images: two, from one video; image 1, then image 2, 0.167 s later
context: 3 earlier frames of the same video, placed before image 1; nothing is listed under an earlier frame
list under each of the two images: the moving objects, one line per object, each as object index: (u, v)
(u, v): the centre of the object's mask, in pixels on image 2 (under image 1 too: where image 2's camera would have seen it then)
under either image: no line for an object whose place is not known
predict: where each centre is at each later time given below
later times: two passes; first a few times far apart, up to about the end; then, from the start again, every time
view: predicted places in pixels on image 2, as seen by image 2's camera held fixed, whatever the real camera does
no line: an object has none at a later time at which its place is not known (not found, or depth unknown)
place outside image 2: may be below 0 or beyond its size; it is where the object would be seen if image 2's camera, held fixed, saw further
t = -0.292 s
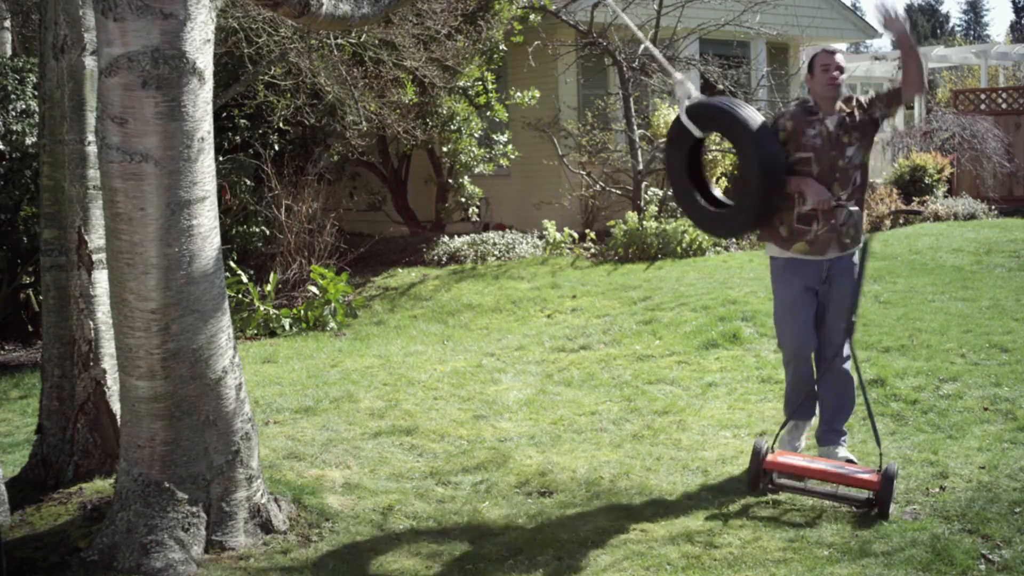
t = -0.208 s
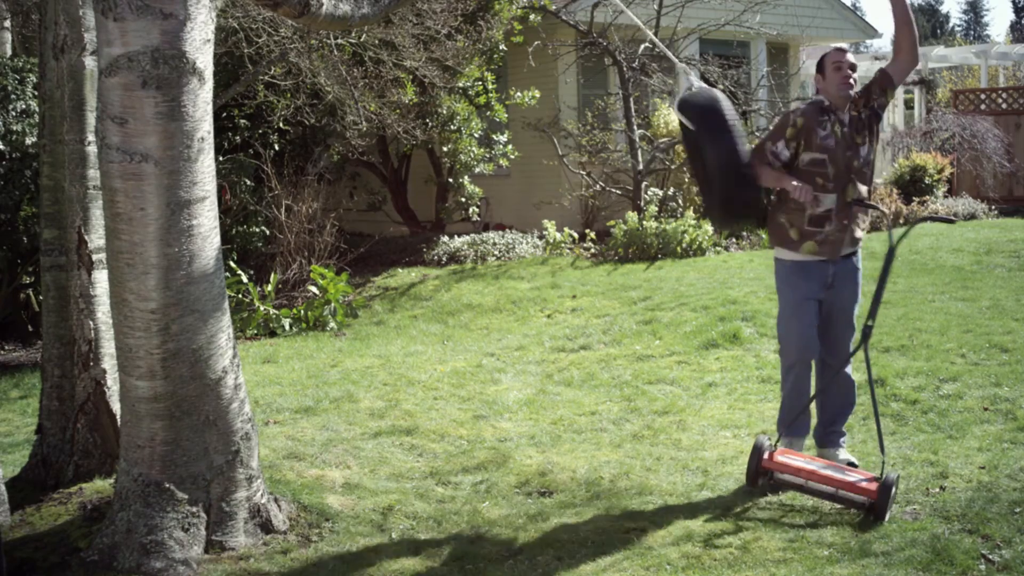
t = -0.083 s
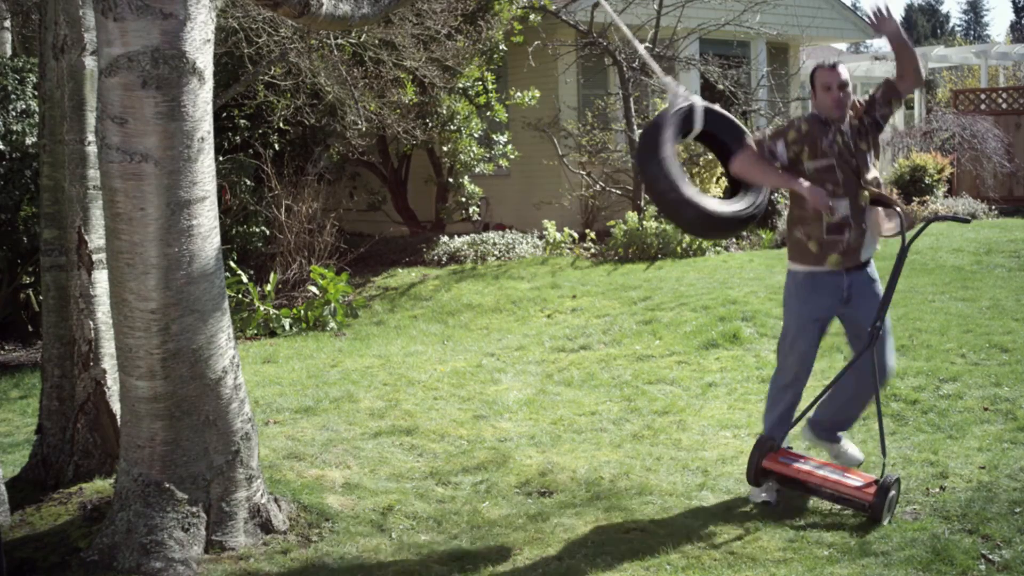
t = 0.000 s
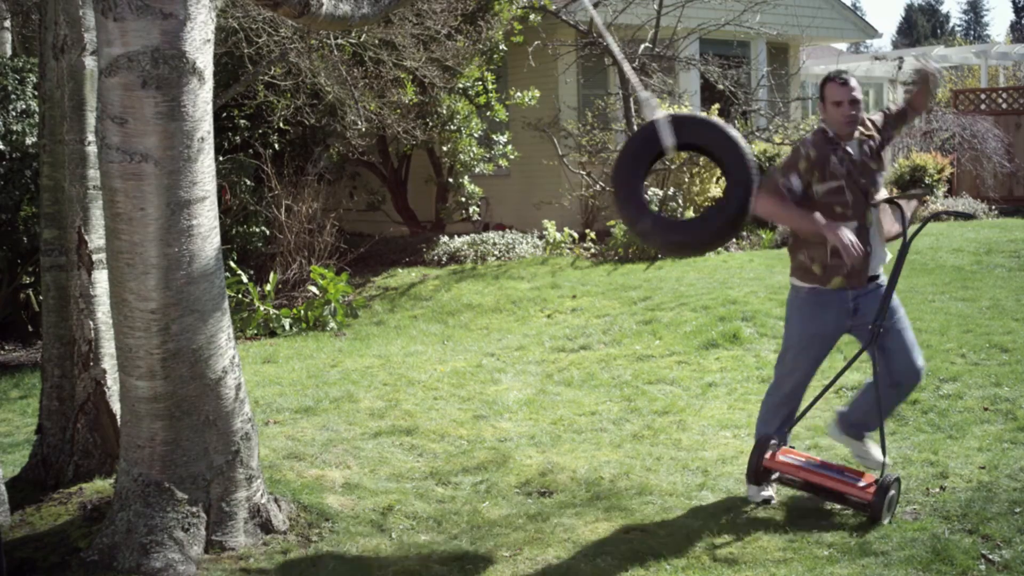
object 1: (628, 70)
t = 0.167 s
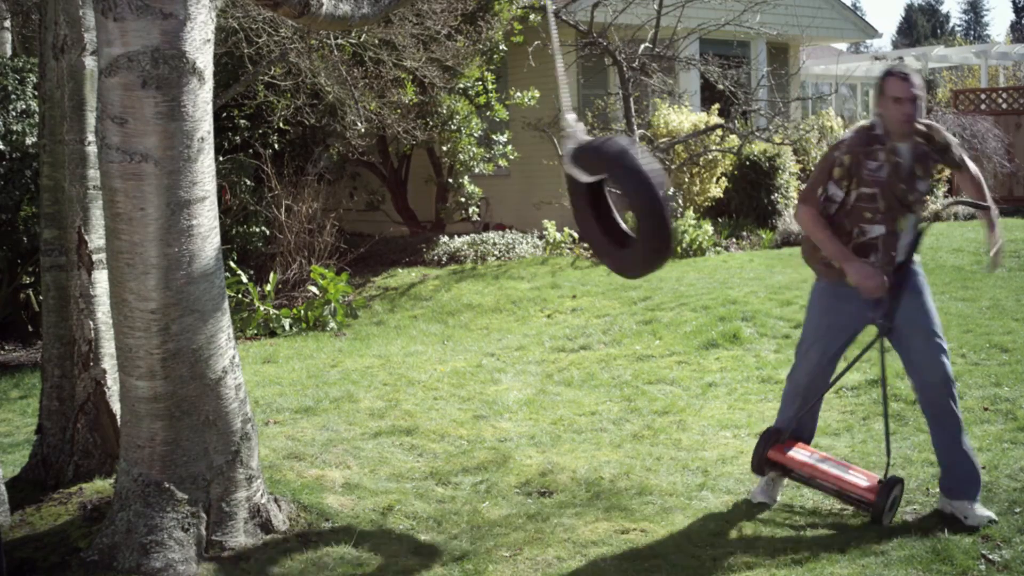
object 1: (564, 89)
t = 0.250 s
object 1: (538, 92)
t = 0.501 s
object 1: (496, 95)
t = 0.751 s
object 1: (469, 89)
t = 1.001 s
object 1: (449, 73)
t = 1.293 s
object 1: (501, 89)
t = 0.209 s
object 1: (549, 85)
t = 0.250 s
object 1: (538, 92)
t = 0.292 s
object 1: (532, 97)
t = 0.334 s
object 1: (526, 99)
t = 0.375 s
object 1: (520, 99)
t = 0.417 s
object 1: (513, 97)
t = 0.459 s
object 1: (505, 92)
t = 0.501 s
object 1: (496, 95)
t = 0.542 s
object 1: (492, 93)
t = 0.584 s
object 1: (489, 94)
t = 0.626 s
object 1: (487, 93)
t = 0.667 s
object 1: (484, 90)
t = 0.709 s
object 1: (475, 95)
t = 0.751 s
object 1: (469, 89)
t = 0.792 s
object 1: (461, 85)
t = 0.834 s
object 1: (456, 81)
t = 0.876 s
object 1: (453, 76)
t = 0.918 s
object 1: (451, 75)
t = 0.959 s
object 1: (450, 74)
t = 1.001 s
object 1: (449, 73)
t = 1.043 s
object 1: (450, 73)
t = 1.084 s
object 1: (454, 70)
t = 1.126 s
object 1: (461, 71)
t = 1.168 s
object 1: (470, 72)
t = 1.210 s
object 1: (480, 80)
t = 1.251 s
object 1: (491, 84)
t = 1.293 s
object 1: (501, 89)
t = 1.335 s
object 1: (511, 91)
